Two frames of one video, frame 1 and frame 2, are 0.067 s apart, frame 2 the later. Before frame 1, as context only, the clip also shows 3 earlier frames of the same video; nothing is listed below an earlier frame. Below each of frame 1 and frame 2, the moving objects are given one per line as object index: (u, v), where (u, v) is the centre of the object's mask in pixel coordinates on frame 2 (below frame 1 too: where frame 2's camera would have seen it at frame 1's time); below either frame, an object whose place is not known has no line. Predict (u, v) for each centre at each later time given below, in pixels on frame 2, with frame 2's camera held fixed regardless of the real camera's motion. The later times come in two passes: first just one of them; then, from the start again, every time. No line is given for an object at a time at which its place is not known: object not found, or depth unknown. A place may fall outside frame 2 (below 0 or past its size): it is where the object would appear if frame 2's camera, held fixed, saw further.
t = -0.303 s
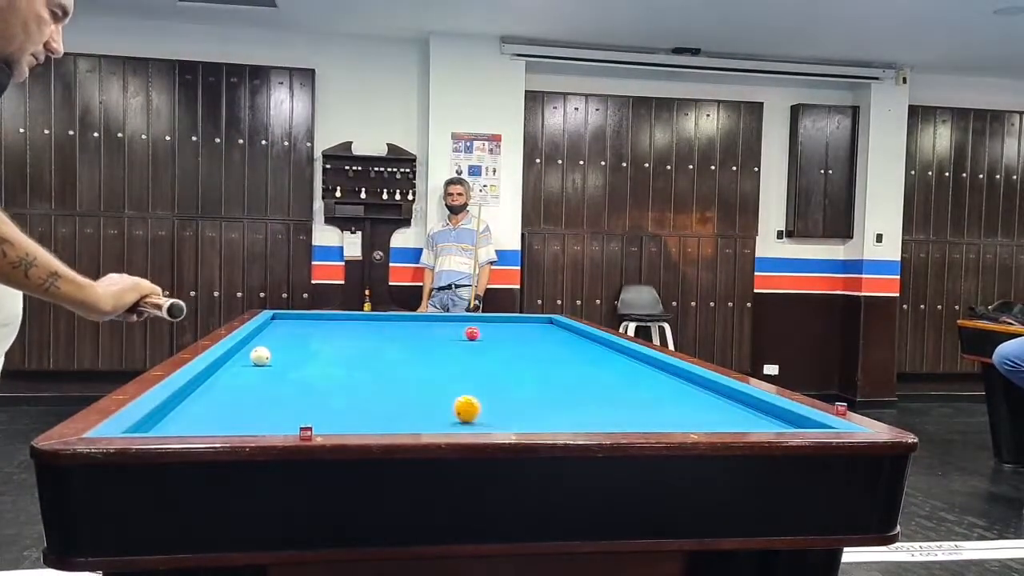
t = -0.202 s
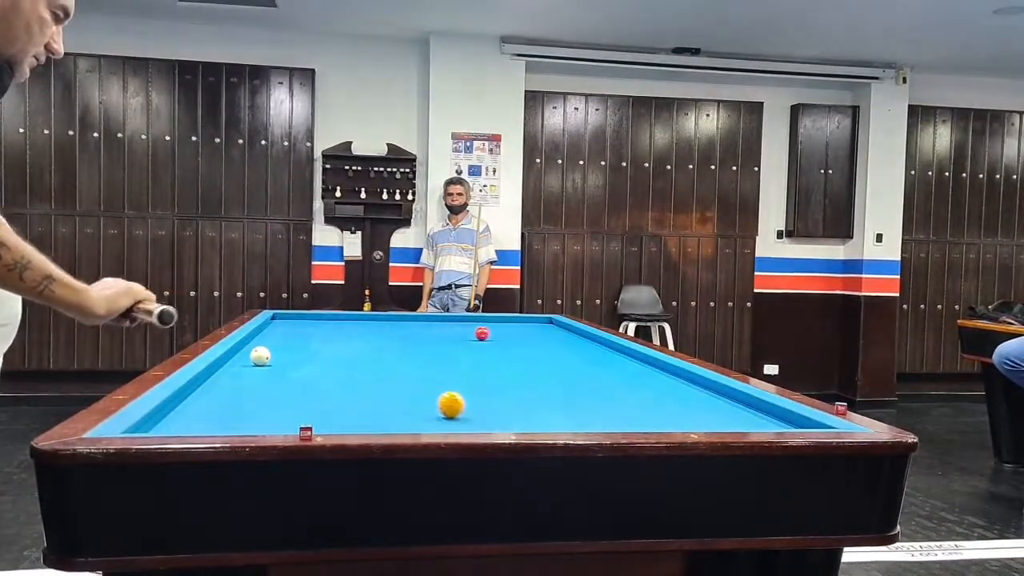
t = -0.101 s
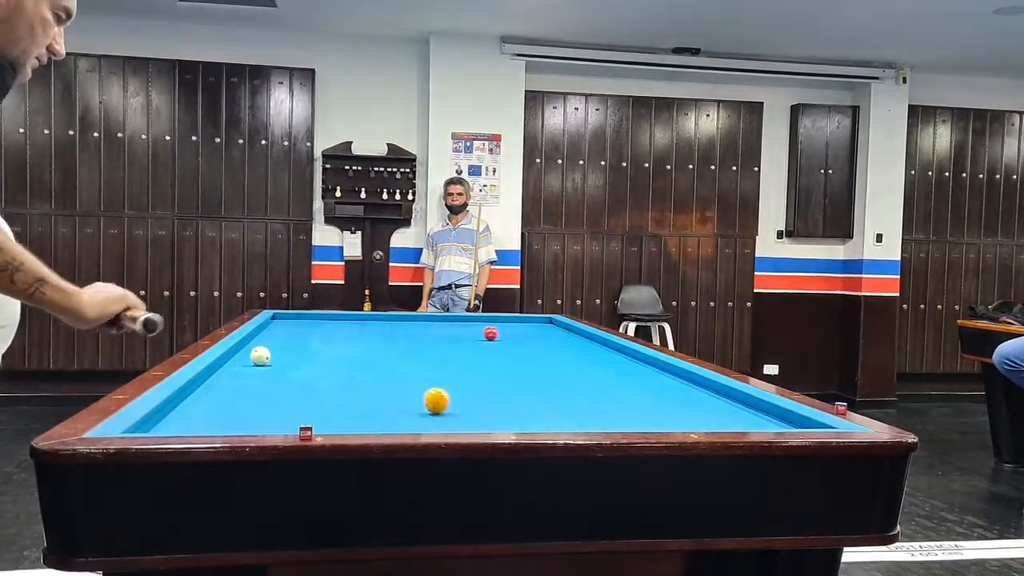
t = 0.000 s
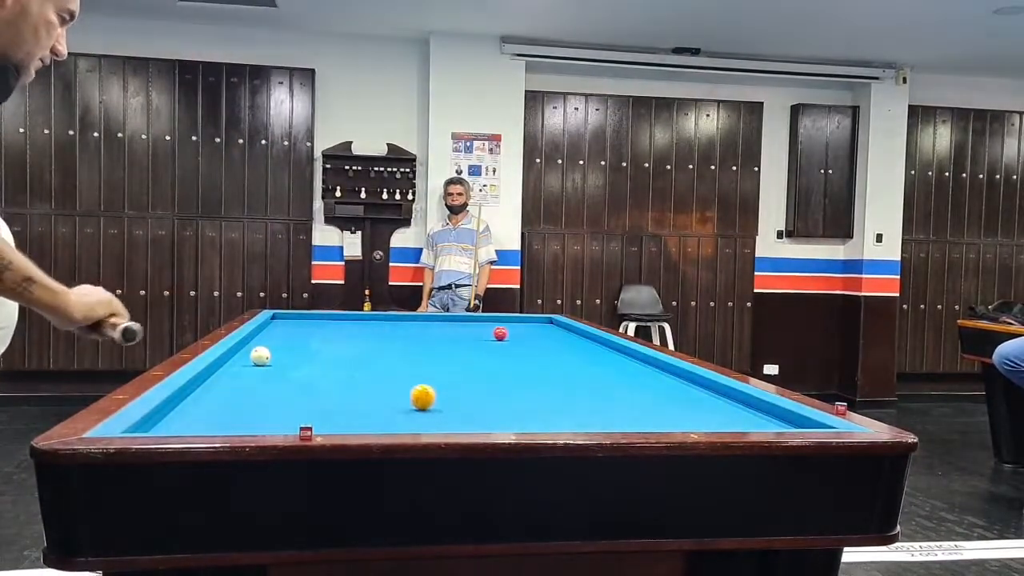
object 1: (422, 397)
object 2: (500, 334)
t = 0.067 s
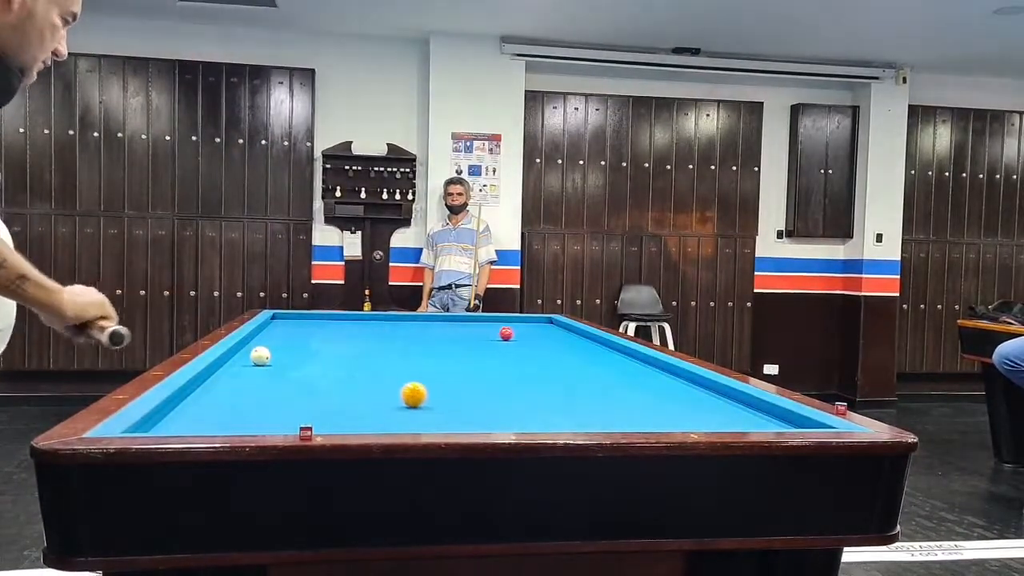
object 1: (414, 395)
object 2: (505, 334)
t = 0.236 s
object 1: (393, 389)
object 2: (520, 334)
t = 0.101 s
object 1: (409, 393)
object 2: (509, 334)
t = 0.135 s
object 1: (405, 392)
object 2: (512, 334)
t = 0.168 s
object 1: (401, 391)
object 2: (515, 334)
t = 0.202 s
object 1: (397, 390)
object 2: (517, 334)
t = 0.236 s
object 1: (393, 389)
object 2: (520, 334)
